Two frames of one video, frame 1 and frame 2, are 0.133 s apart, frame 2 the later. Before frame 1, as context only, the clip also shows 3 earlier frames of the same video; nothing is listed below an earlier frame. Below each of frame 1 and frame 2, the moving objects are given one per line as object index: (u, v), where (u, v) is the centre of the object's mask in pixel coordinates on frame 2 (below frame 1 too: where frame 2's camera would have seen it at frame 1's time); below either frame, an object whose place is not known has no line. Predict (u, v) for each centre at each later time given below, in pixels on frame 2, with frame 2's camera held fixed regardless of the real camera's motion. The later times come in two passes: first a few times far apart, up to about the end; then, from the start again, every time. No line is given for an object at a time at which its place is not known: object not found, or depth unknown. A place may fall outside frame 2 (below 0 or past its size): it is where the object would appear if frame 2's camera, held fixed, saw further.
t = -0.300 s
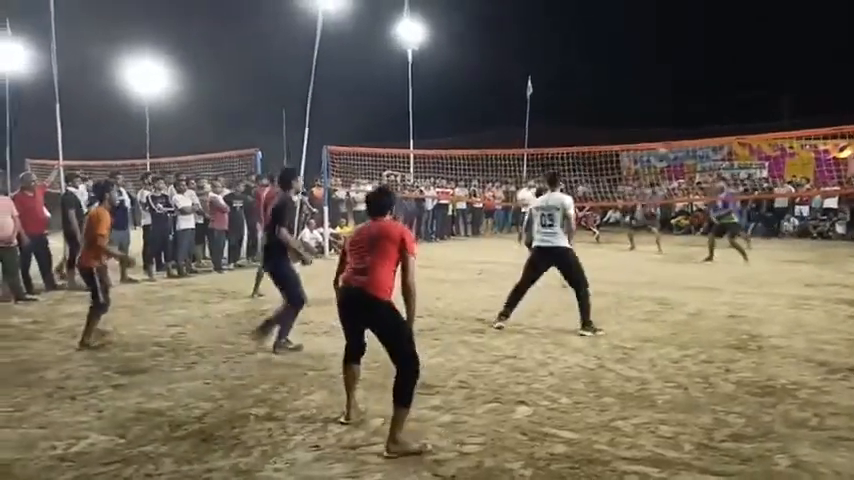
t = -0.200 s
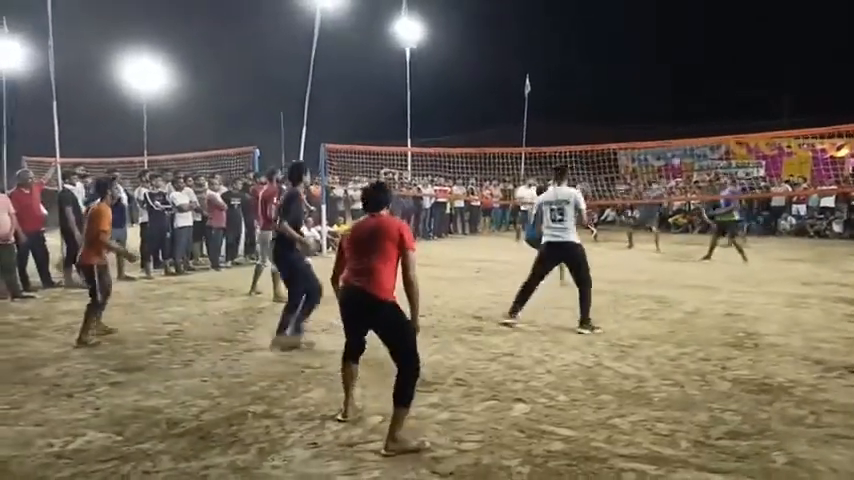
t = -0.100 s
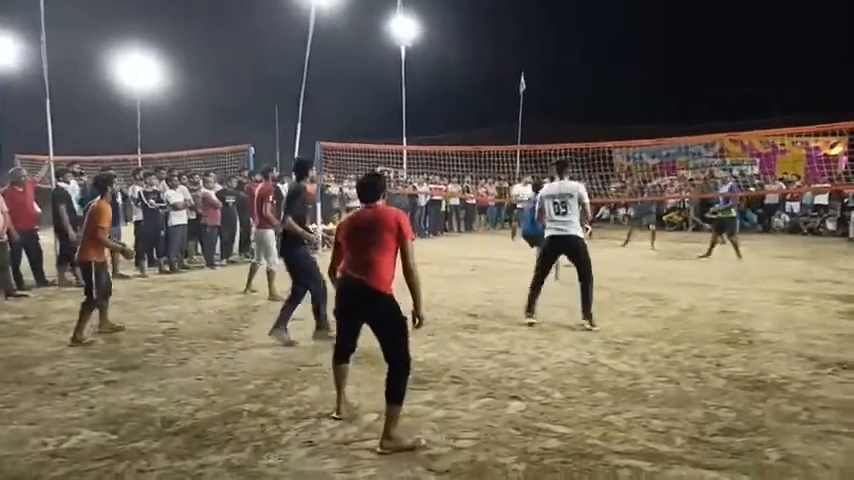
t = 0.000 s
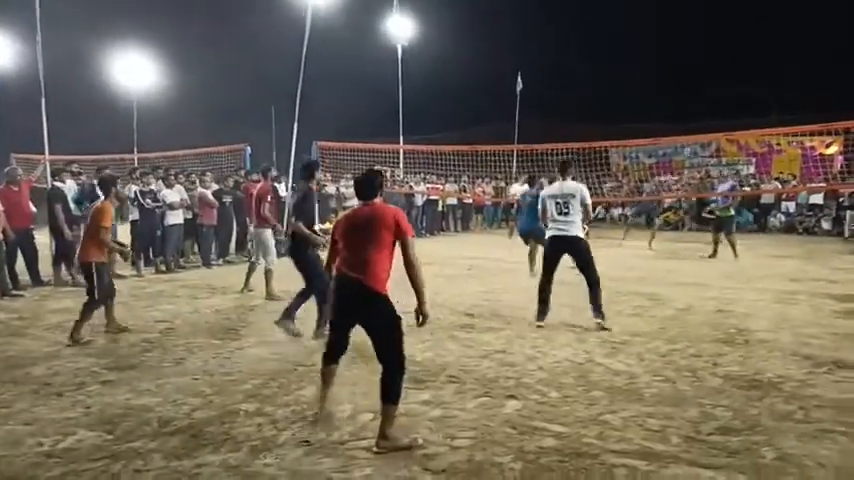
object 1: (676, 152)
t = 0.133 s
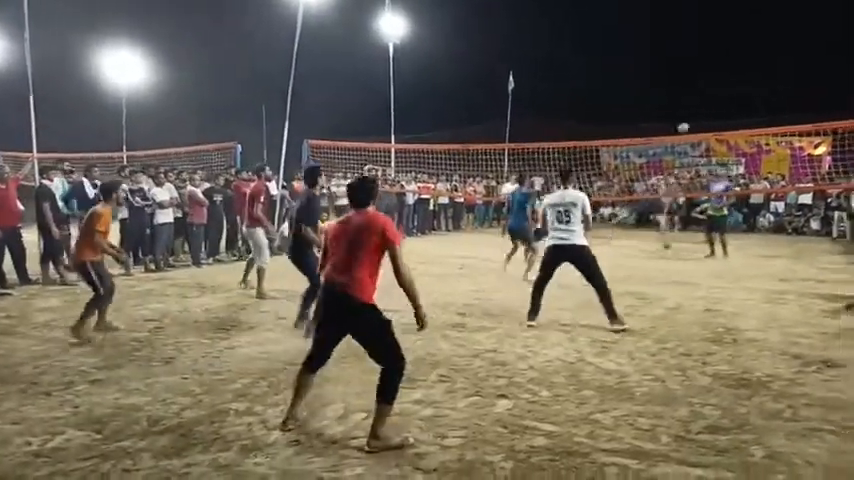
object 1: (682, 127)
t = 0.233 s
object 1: (688, 113)
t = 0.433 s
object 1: (699, 96)
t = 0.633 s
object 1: (710, 106)
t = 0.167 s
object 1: (684, 122)
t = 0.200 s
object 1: (686, 118)
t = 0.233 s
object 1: (688, 113)
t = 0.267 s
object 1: (690, 109)
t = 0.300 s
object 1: (692, 106)
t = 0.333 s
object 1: (693, 102)
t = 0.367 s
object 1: (695, 100)
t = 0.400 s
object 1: (697, 98)
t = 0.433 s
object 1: (699, 96)
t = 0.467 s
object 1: (701, 96)
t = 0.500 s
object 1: (702, 96)
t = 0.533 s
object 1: (705, 97)
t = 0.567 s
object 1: (707, 99)
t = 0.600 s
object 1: (709, 102)
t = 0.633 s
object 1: (710, 106)
